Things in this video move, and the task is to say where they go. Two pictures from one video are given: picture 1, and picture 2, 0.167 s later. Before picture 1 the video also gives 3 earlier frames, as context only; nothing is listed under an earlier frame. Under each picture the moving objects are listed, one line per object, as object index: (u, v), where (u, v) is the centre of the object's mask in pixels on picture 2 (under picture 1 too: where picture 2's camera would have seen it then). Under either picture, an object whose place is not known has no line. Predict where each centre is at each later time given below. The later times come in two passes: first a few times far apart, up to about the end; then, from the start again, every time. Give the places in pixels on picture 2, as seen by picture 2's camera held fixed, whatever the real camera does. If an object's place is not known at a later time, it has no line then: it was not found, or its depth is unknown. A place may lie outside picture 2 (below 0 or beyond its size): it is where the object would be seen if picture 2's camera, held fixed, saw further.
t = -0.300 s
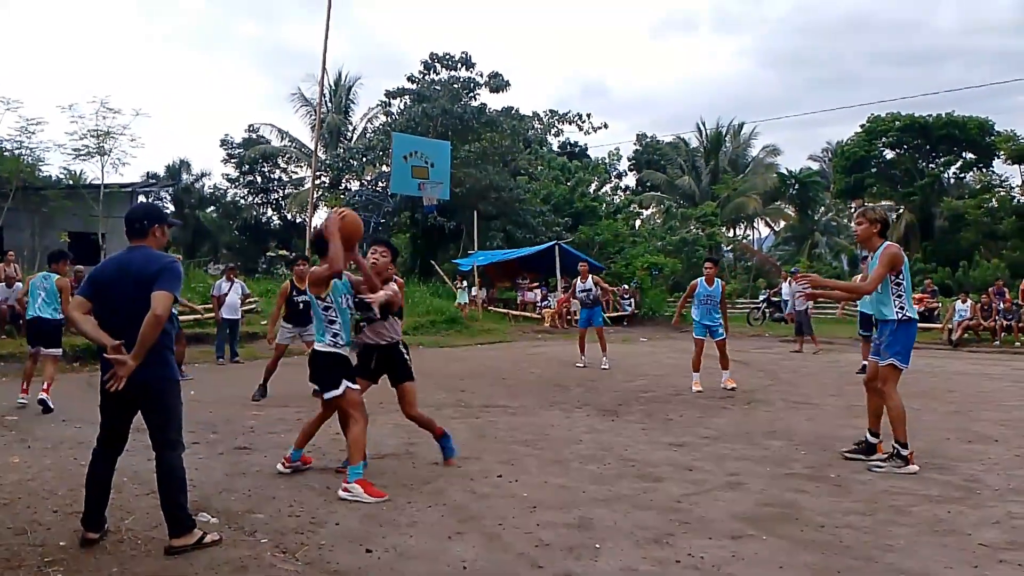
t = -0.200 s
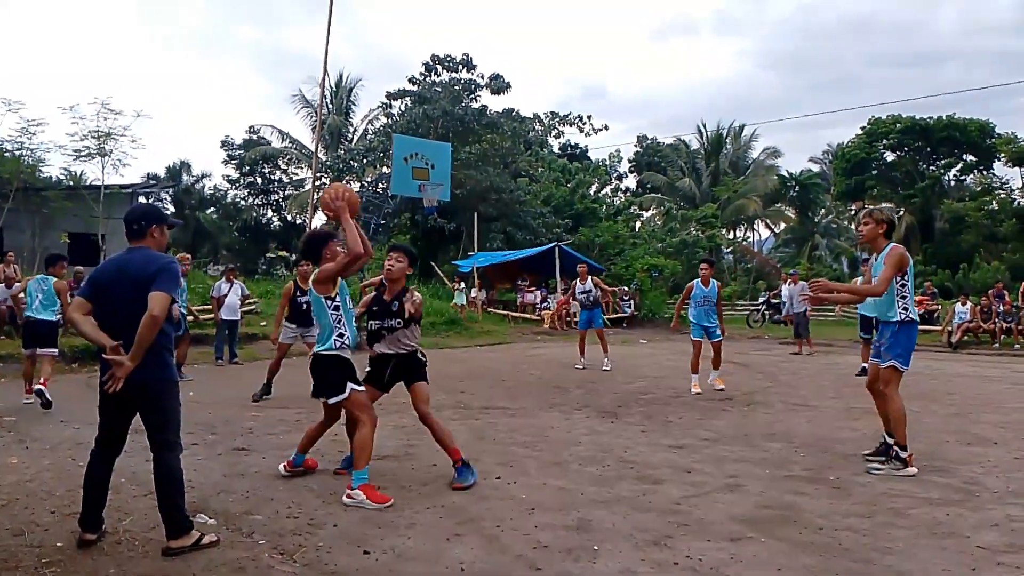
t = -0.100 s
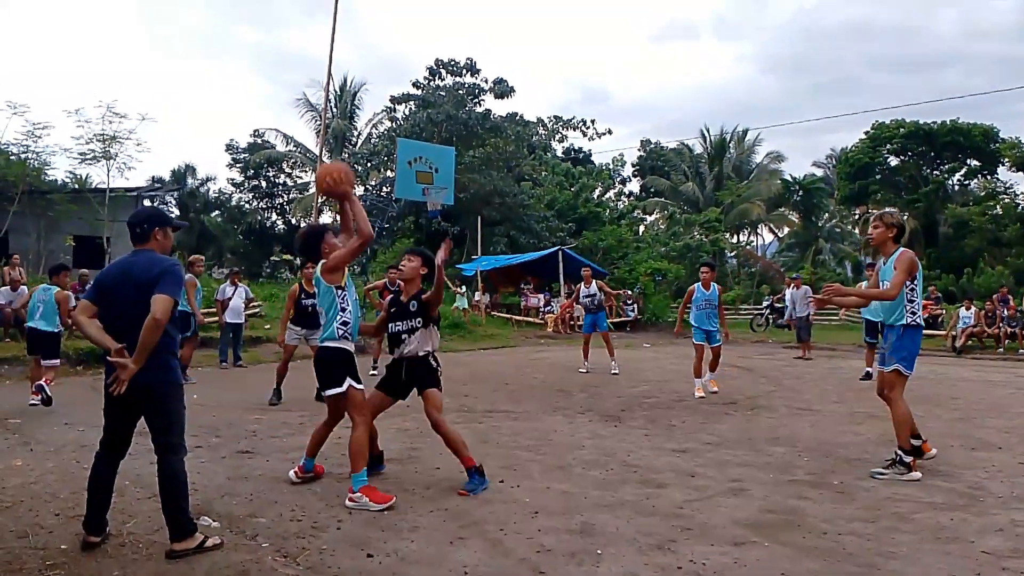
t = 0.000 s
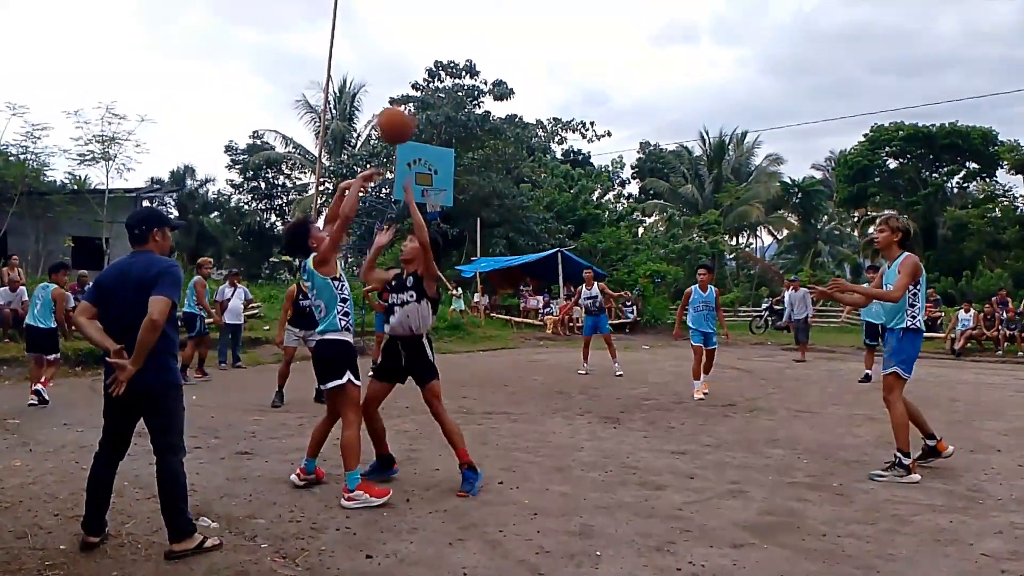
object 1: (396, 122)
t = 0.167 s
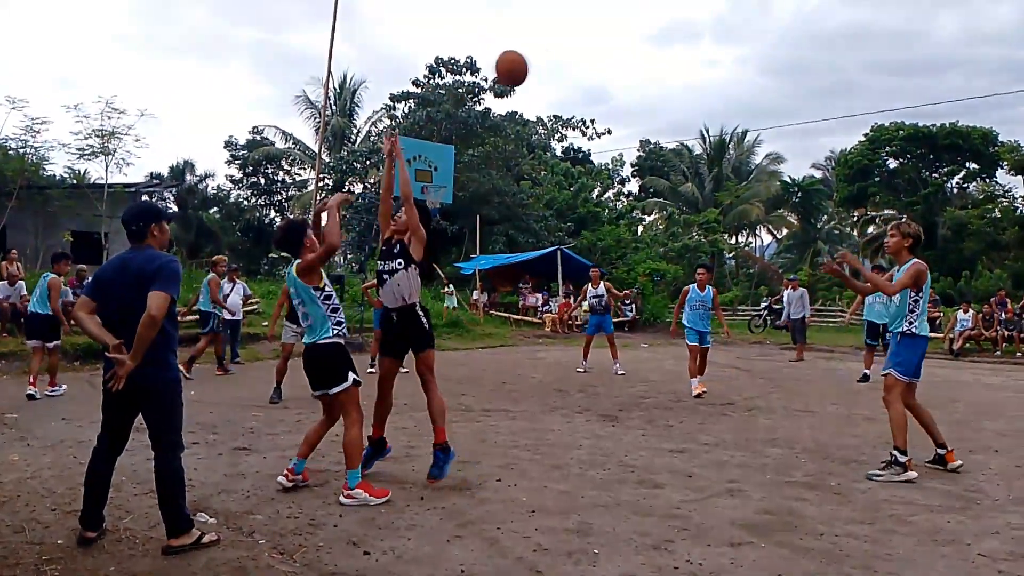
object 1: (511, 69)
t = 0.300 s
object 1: (597, 58)
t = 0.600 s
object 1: (769, 123)
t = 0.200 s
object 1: (533, 63)
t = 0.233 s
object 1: (555, 60)
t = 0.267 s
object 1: (576, 58)
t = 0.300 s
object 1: (597, 58)
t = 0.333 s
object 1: (618, 59)
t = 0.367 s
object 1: (637, 62)
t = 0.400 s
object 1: (657, 66)
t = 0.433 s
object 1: (677, 72)
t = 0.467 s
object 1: (696, 80)
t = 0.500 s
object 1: (715, 88)
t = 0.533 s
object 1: (734, 99)
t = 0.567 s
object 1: (751, 110)
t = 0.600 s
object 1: (769, 123)
